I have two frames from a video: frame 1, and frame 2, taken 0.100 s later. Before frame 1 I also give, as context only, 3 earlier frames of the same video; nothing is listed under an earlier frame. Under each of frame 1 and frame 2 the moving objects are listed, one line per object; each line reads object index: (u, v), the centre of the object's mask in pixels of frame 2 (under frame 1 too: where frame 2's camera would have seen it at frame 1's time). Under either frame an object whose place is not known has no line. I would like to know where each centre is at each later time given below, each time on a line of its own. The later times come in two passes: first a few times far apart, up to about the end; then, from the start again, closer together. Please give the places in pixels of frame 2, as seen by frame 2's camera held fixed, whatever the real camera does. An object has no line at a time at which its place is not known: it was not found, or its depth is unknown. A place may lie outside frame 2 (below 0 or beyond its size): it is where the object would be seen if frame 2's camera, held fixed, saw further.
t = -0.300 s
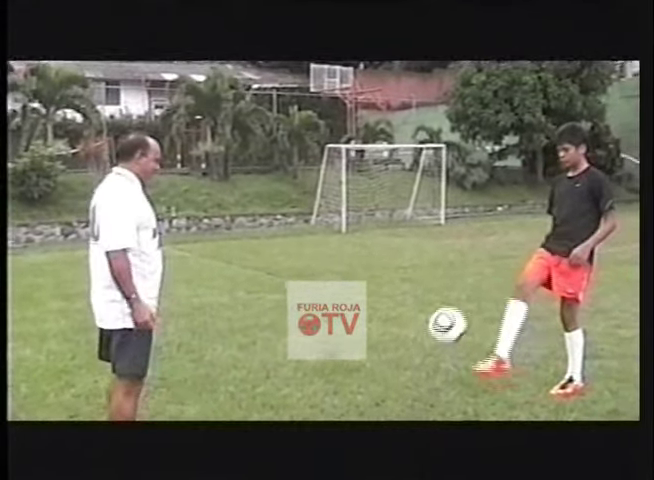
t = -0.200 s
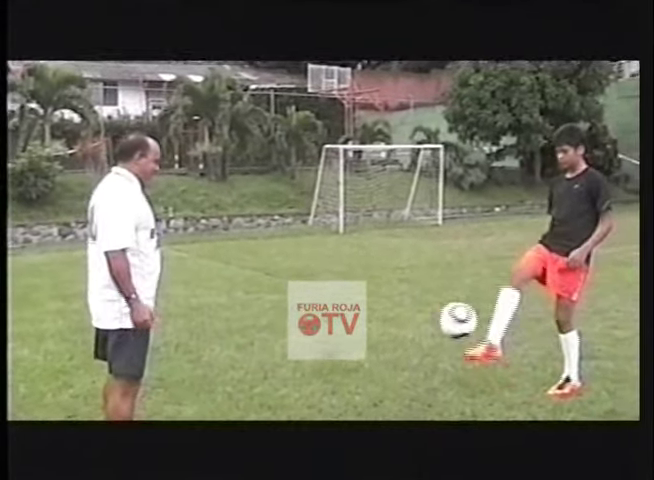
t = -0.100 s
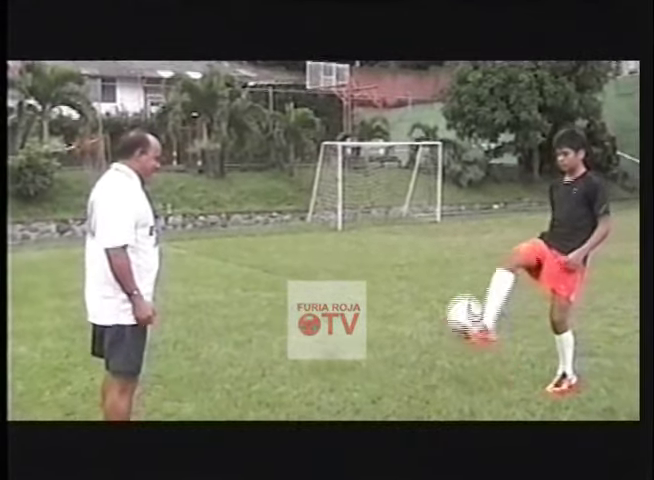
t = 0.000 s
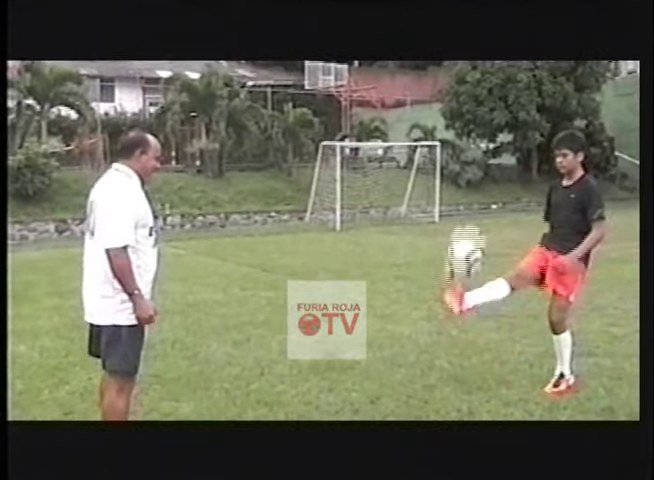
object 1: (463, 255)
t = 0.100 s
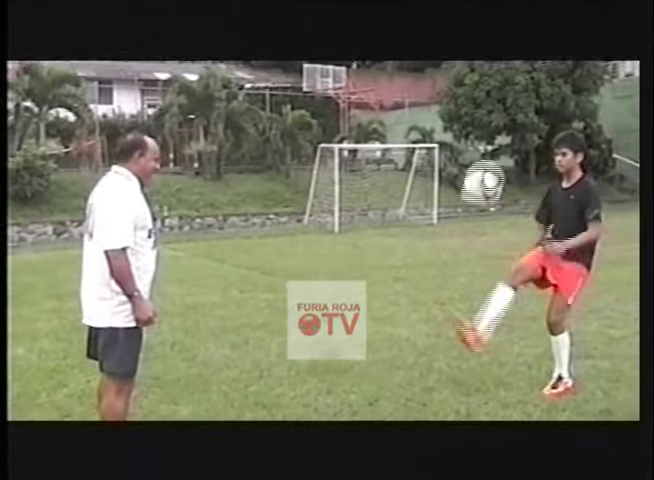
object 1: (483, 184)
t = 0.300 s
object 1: (520, 96)
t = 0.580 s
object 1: (575, 85)
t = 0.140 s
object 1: (491, 160)
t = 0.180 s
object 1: (497, 142)
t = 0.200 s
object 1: (500, 134)
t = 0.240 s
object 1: (508, 116)
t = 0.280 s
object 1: (517, 102)
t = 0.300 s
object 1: (520, 96)
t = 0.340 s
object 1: (527, 88)
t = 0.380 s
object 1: (535, 80)
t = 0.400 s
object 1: (539, 77)
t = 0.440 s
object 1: (547, 75)
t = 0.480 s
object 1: (554, 74)
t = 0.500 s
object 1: (558, 75)
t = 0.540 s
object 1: (566, 78)
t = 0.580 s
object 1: (575, 85)
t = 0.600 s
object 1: (578, 90)
